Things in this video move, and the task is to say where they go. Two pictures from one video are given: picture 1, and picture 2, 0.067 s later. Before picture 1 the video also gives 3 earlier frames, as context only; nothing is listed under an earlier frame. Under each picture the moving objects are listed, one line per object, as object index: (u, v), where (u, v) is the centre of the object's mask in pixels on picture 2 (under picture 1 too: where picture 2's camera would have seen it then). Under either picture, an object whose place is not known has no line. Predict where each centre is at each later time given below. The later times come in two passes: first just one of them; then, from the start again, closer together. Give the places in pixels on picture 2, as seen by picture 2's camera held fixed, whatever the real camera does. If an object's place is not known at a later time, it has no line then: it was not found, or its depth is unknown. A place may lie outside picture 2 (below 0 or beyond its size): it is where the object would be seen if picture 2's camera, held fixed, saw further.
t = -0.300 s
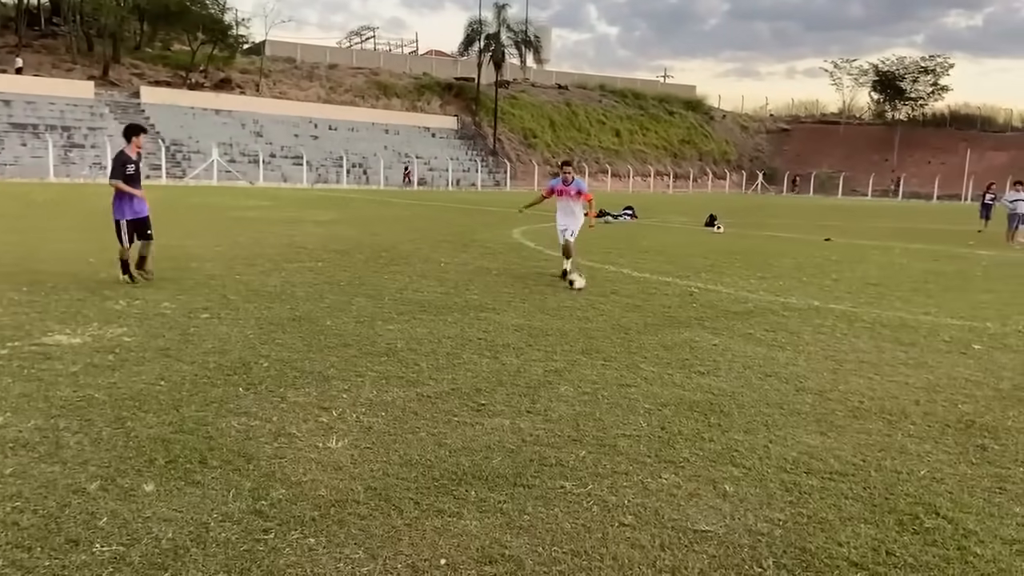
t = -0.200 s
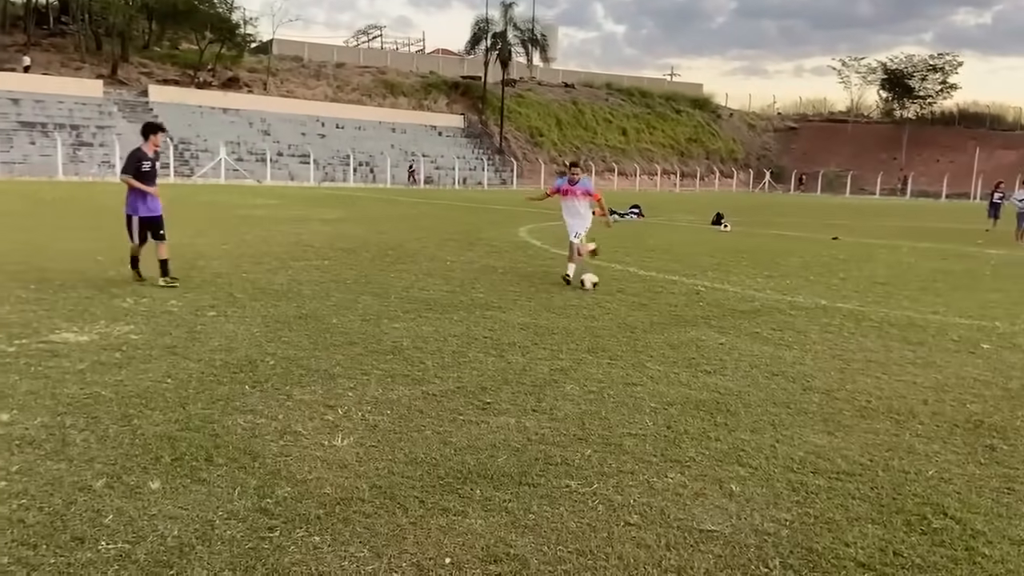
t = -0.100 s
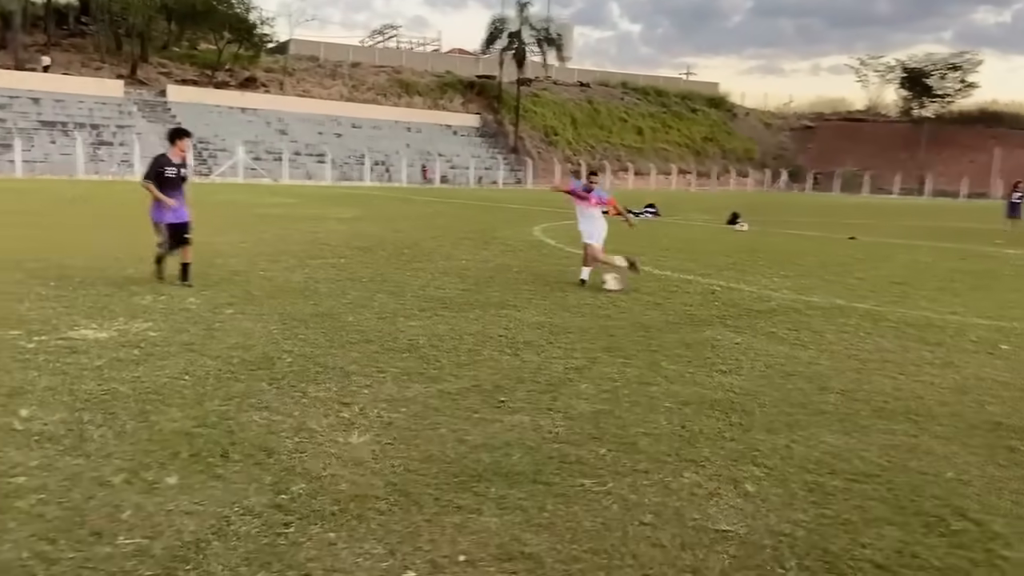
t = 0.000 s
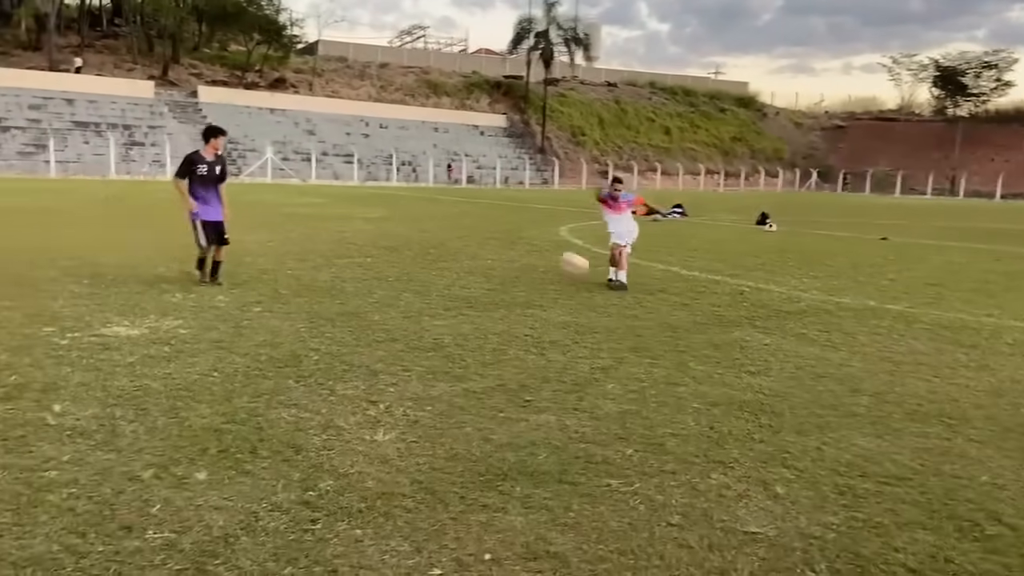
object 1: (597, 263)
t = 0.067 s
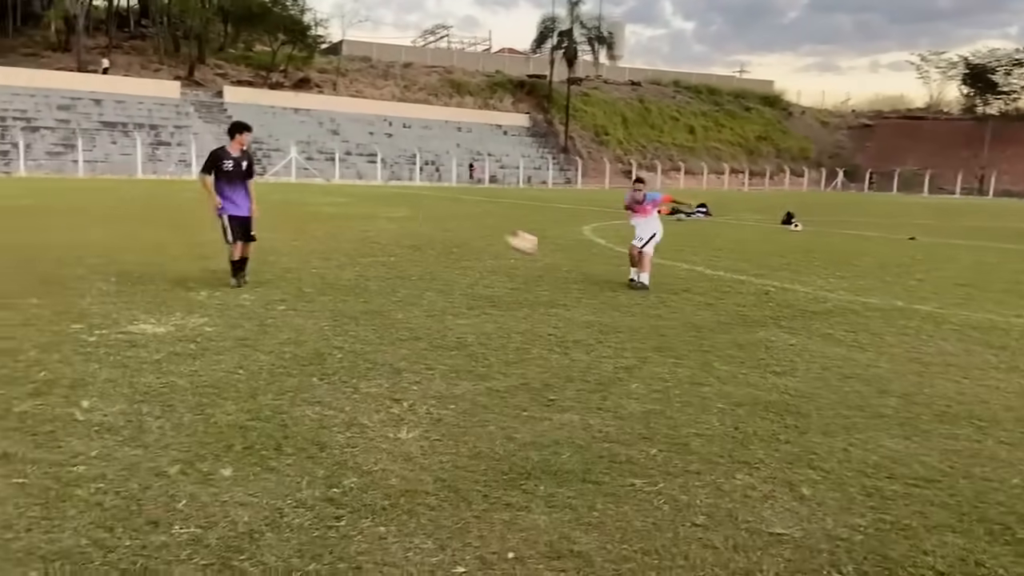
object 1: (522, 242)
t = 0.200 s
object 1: (346, 202)
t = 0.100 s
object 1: (481, 231)
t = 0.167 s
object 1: (394, 211)
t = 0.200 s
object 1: (346, 202)
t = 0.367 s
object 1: (66, 164)
